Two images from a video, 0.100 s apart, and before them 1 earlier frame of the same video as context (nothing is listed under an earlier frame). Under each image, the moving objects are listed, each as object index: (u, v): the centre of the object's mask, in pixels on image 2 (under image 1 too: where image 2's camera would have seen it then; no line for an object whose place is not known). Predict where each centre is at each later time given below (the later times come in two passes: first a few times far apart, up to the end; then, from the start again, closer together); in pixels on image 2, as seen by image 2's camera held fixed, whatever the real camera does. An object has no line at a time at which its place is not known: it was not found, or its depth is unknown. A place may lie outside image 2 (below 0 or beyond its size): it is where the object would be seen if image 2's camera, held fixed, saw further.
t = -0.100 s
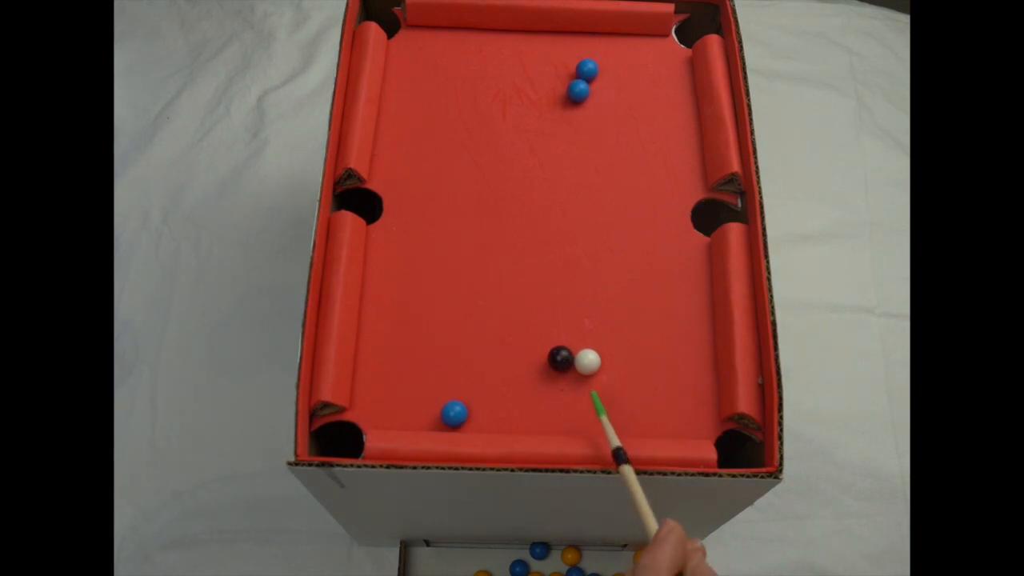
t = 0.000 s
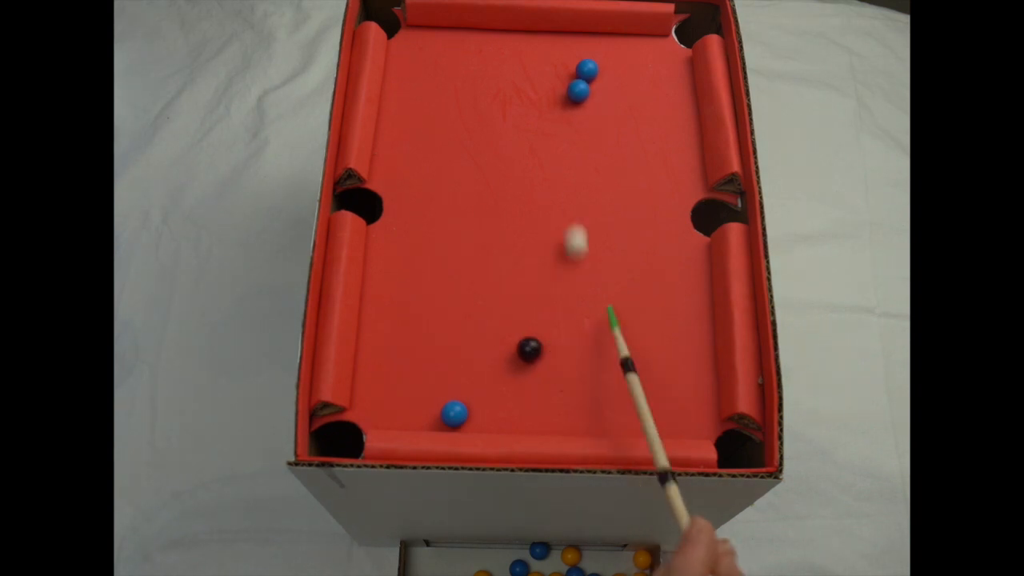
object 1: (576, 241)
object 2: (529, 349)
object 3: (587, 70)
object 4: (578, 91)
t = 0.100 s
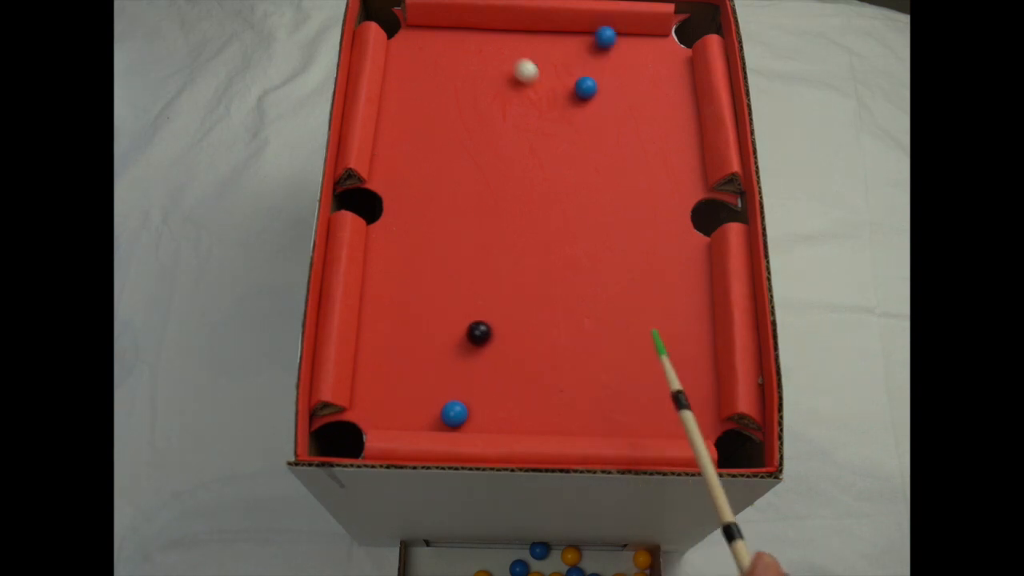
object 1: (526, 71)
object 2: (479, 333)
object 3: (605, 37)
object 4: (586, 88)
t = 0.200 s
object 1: (447, 50)
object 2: (450, 321)
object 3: (647, 75)
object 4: (593, 88)
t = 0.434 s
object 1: (444, 112)
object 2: (467, 321)
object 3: (672, 142)
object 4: (589, 90)
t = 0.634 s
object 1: (537, 151)
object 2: (505, 334)
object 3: (635, 185)
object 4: (585, 88)
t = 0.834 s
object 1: (633, 170)
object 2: (545, 353)
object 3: (593, 207)
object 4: (584, 87)
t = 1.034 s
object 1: (684, 173)
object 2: (573, 366)
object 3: (567, 217)
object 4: (584, 86)
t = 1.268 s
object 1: (656, 169)
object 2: (576, 361)
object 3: (574, 219)
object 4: (584, 86)
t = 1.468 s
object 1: (602, 157)
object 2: (576, 350)
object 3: (574, 219)
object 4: (584, 86)
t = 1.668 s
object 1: (555, 137)
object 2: (577, 353)
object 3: (574, 220)
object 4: (584, 86)
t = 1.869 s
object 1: (541, 114)
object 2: (577, 353)
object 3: (574, 220)
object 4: (584, 86)
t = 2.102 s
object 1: (555, 89)
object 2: (577, 353)
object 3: (574, 220)
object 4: (585, 86)
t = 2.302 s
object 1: (554, 81)
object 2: (577, 353)
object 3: (574, 220)
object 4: (585, 86)
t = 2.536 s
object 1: (554, 81)
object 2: (577, 353)
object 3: (573, 220)
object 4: (585, 86)
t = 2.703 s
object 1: (554, 86)
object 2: (577, 353)
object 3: (573, 219)
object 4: (584, 86)
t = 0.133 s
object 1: (497, 39)
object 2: (467, 329)
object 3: (621, 53)
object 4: (589, 87)
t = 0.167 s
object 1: (472, 42)
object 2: (458, 325)
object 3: (635, 63)
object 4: (592, 88)
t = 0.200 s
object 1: (447, 50)
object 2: (450, 321)
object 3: (647, 75)
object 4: (593, 88)
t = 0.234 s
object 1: (424, 59)
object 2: (444, 319)
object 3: (656, 85)
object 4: (593, 89)
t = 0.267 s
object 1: (404, 67)
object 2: (443, 318)
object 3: (664, 95)
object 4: (593, 89)
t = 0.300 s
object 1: (399, 76)
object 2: (445, 318)
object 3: (670, 105)
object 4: (592, 90)
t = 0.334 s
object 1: (408, 86)
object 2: (450, 318)
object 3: (674, 115)
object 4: (592, 90)
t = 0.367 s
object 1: (419, 94)
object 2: (456, 319)
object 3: (675, 124)
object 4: (591, 90)
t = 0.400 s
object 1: (431, 103)
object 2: (461, 320)
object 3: (674, 133)
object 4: (590, 90)
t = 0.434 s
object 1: (444, 112)
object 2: (467, 321)
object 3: (672, 142)
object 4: (589, 90)
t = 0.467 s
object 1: (458, 119)
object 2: (472, 322)
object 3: (668, 150)
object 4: (587, 90)
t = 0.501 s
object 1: (474, 126)
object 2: (478, 324)
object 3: (662, 159)
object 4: (586, 90)
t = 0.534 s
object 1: (490, 132)
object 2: (485, 326)
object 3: (656, 167)
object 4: (584, 90)
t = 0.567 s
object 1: (506, 139)
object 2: (492, 329)
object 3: (650, 174)
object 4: (584, 89)
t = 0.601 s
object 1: (521, 145)
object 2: (499, 332)
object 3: (643, 180)
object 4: (584, 88)
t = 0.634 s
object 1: (537, 151)
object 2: (505, 334)
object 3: (635, 185)
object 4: (585, 88)
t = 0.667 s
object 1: (554, 155)
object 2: (511, 337)
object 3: (628, 190)
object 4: (585, 87)
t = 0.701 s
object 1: (571, 160)
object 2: (518, 340)
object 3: (621, 194)
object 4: (584, 87)
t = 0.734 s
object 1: (587, 164)
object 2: (525, 343)
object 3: (614, 198)
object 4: (584, 87)
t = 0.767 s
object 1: (603, 166)
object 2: (533, 346)
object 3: (607, 202)
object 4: (584, 87)
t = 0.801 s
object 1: (619, 168)
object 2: (539, 350)
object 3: (600, 205)
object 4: (584, 87)
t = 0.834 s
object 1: (633, 170)
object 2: (545, 353)
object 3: (593, 207)
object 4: (584, 87)
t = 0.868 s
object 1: (646, 173)
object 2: (551, 356)
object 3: (587, 209)
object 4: (584, 87)
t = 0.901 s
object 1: (657, 174)
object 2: (557, 360)
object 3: (581, 211)
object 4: (584, 87)
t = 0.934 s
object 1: (666, 175)
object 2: (563, 363)
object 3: (575, 212)
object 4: (584, 87)
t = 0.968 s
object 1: (675, 175)
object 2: (567, 365)
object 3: (570, 214)
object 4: (584, 86)
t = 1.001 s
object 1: (681, 174)
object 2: (571, 366)
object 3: (568, 215)
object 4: (584, 86)
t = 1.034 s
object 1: (684, 173)
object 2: (573, 366)
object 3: (567, 217)
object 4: (584, 86)
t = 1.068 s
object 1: (685, 173)
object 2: (575, 365)
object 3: (568, 218)
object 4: (584, 86)
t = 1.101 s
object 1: (684, 172)
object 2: (575, 364)
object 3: (571, 219)
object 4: (584, 86)
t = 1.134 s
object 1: (680, 172)
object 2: (576, 364)
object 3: (574, 220)
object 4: (584, 86)
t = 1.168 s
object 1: (675, 172)
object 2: (576, 362)
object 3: (576, 221)
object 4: (584, 86)
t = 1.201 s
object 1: (669, 172)
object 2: (576, 362)
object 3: (576, 221)
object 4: (584, 86)
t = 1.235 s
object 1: (663, 171)
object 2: (576, 361)
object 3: (575, 220)
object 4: (584, 86)
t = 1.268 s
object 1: (656, 169)
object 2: (576, 361)
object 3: (574, 219)
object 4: (584, 86)
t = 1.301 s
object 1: (648, 166)
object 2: (576, 360)
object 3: (572, 219)
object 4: (584, 86)
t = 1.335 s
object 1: (640, 164)
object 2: (576, 358)
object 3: (572, 219)
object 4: (584, 86)
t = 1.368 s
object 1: (631, 162)
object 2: (576, 356)
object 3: (573, 219)
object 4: (584, 86)
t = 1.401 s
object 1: (622, 160)
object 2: (576, 353)
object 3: (574, 219)
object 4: (584, 86)
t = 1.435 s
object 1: (612, 158)
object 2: (576, 351)
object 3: (574, 219)
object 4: (584, 86)
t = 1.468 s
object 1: (602, 157)
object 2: (576, 350)
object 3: (574, 219)
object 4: (584, 86)
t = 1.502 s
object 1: (592, 154)
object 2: (576, 351)
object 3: (574, 220)
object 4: (584, 86)
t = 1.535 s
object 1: (584, 151)
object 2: (576, 352)
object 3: (574, 220)
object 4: (584, 86)
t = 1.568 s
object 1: (575, 148)
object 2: (576, 353)
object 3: (574, 220)
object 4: (584, 86)
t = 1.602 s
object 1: (568, 144)
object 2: (576, 353)
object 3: (574, 220)
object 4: (584, 86)
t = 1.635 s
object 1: (561, 140)
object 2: (577, 353)
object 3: (574, 220)
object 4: (584, 86)
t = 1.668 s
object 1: (555, 137)
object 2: (577, 353)
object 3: (574, 220)
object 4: (584, 86)
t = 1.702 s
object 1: (549, 133)
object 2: (577, 353)
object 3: (574, 219)
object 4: (584, 86)
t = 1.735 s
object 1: (544, 129)
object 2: (577, 353)
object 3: (574, 219)
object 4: (584, 86)
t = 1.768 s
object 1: (541, 125)
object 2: (577, 353)
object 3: (574, 220)
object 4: (584, 86)
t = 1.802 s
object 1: (539, 121)
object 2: (577, 353)
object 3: (574, 220)
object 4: (584, 86)
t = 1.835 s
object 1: (539, 117)
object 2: (577, 353)
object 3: (574, 220)
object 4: (584, 86)
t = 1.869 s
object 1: (541, 114)
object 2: (577, 353)
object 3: (574, 220)
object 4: (584, 86)
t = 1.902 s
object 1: (544, 110)
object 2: (577, 353)
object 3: (574, 220)
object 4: (584, 86)
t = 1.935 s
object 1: (546, 106)
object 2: (577, 353)
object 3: (574, 220)
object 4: (584, 86)
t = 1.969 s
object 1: (548, 103)
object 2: (577, 353)
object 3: (574, 220)
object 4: (584, 86)
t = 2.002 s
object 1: (550, 99)
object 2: (577, 353)
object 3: (574, 220)
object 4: (585, 86)
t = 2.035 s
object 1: (552, 96)
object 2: (577, 353)
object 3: (574, 220)
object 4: (585, 86)
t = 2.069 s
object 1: (553, 92)
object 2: (577, 353)
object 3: (574, 220)
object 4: (585, 86)
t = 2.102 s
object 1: (555, 89)
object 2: (577, 353)
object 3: (574, 220)
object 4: (585, 86)
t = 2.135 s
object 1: (555, 85)
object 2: (577, 353)
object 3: (574, 220)
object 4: (585, 86)
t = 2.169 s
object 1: (554, 82)
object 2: (577, 353)
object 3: (574, 220)
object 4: (585, 86)
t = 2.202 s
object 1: (553, 81)
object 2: (577, 353)
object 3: (574, 220)
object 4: (585, 86)
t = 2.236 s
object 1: (554, 81)
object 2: (577, 353)
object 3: (574, 220)
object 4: (585, 86)
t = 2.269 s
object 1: (554, 81)
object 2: (577, 353)
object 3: (574, 220)
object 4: (585, 86)
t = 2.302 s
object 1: (554, 81)
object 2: (577, 353)
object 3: (574, 220)
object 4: (585, 86)
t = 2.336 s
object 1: (554, 81)
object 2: (577, 353)
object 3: (574, 220)
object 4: (585, 86)
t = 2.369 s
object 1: (554, 81)
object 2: (577, 353)
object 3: (574, 220)
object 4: (585, 86)
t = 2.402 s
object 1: (554, 81)
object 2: (577, 353)
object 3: (574, 220)
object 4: (585, 86)
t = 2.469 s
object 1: (554, 81)
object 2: (577, 353)
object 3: (574, 219)
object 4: (585, 86)
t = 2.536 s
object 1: (554, 81)
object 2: (577, 353)
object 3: (573, 220)
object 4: (585, 86)
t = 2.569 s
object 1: (554, 82)
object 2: (577, 353)
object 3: (574, 220)
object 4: (585, 86)
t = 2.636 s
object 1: (554, 83)
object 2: (577, 353)
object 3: (574, 220)
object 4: (584, 86)
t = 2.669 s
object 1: (554, 84)
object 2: (577, 353)
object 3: (573, 219)
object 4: (584, 86)
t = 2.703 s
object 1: (554, 86)
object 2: (577, 353)
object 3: (573, 219)
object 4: (584, 86)
